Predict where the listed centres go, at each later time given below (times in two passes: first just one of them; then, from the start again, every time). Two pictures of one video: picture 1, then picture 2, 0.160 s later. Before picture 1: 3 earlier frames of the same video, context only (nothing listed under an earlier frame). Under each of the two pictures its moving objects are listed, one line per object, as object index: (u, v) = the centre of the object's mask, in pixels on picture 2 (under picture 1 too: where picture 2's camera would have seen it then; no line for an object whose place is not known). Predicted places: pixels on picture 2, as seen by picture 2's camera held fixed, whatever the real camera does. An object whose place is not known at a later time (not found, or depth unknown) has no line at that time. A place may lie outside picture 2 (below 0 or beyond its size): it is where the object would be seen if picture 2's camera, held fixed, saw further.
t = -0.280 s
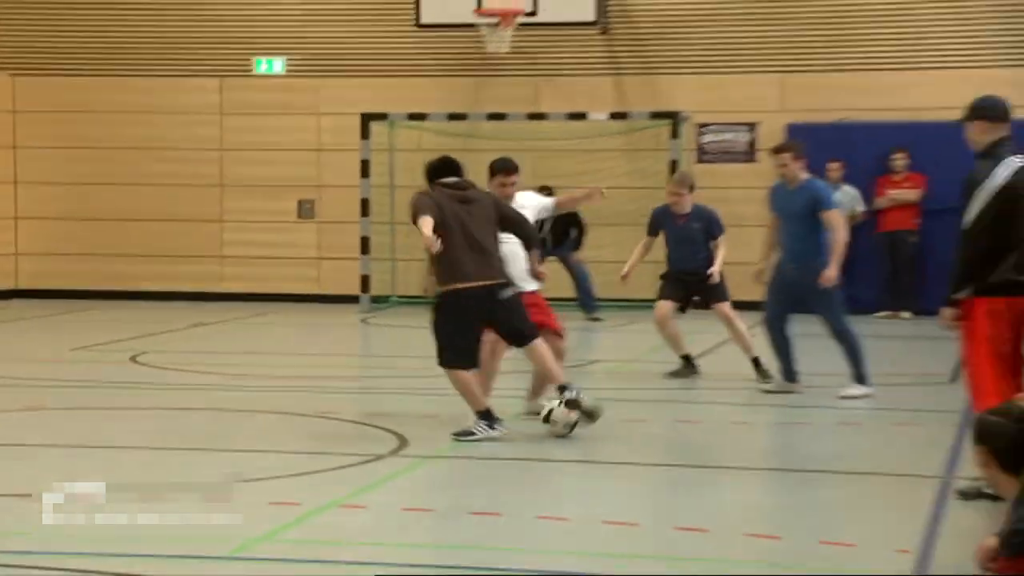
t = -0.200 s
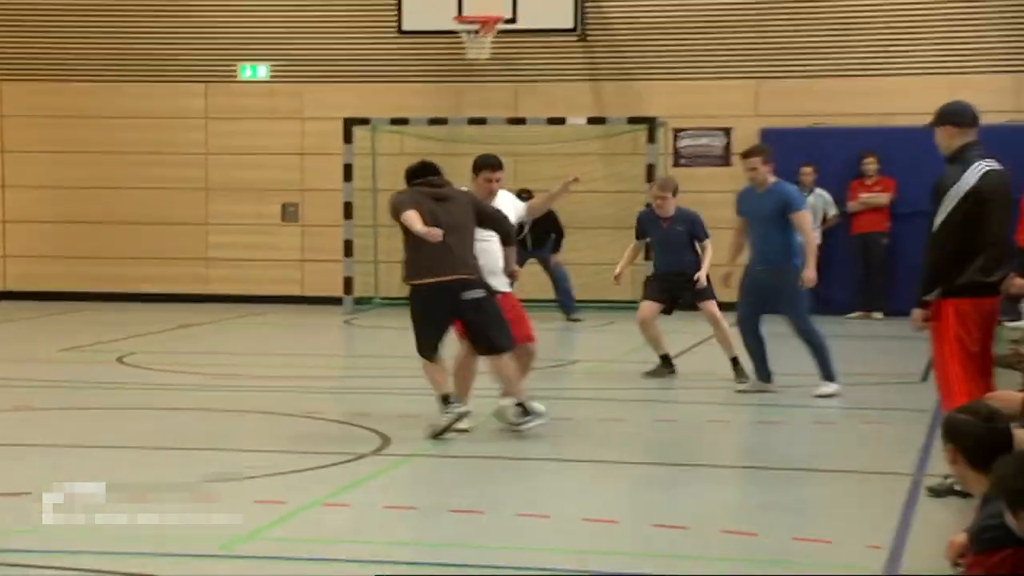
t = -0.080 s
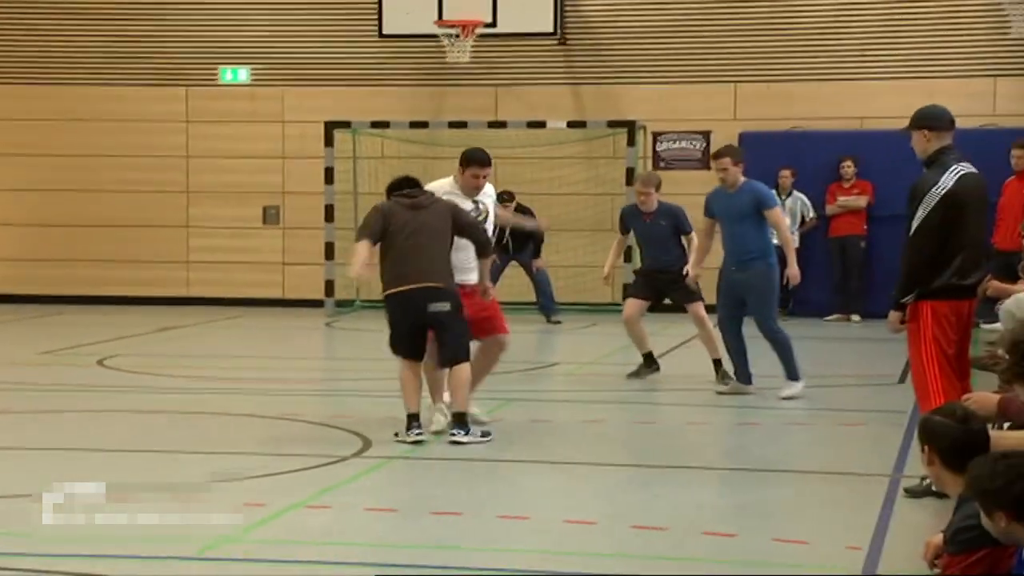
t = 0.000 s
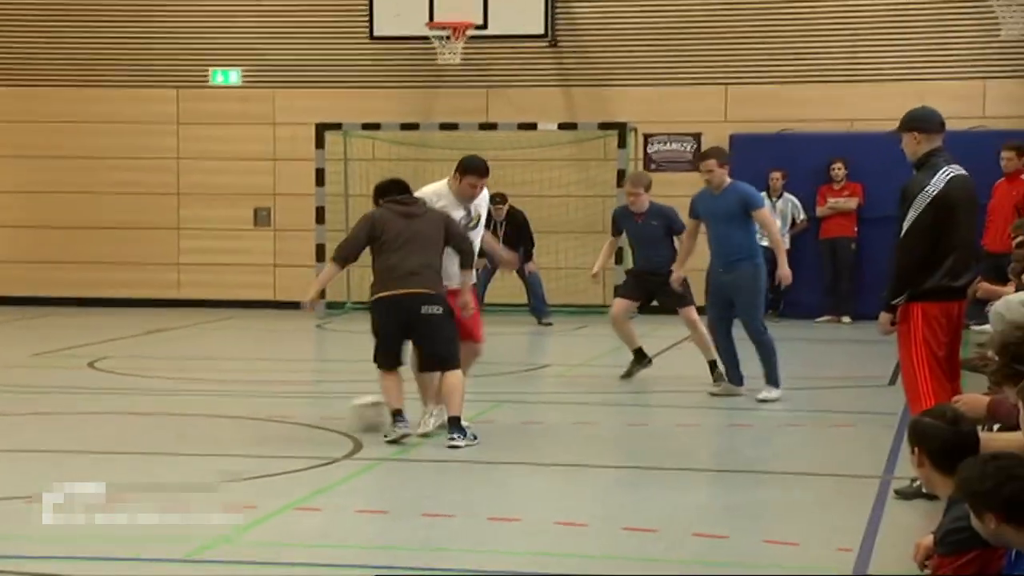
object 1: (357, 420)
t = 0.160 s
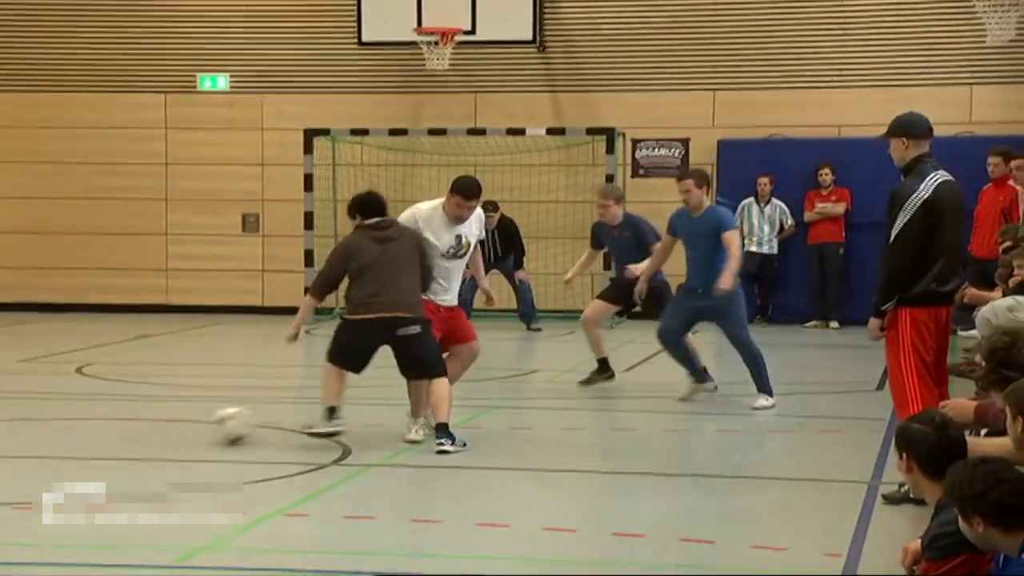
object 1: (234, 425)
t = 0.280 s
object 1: (144, 432)
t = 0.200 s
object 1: (204, 427)
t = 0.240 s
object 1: (174, 430)
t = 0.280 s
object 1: (144, 432)
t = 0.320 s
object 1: (118, 433)
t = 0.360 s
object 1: (91, 435)
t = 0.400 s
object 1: (63, 437)
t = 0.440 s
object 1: (33, 438)
